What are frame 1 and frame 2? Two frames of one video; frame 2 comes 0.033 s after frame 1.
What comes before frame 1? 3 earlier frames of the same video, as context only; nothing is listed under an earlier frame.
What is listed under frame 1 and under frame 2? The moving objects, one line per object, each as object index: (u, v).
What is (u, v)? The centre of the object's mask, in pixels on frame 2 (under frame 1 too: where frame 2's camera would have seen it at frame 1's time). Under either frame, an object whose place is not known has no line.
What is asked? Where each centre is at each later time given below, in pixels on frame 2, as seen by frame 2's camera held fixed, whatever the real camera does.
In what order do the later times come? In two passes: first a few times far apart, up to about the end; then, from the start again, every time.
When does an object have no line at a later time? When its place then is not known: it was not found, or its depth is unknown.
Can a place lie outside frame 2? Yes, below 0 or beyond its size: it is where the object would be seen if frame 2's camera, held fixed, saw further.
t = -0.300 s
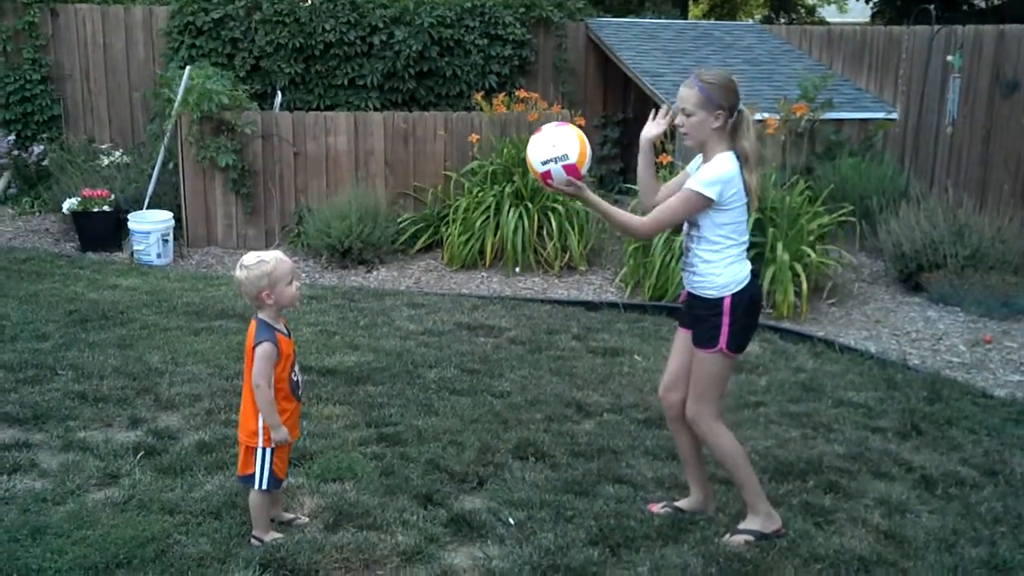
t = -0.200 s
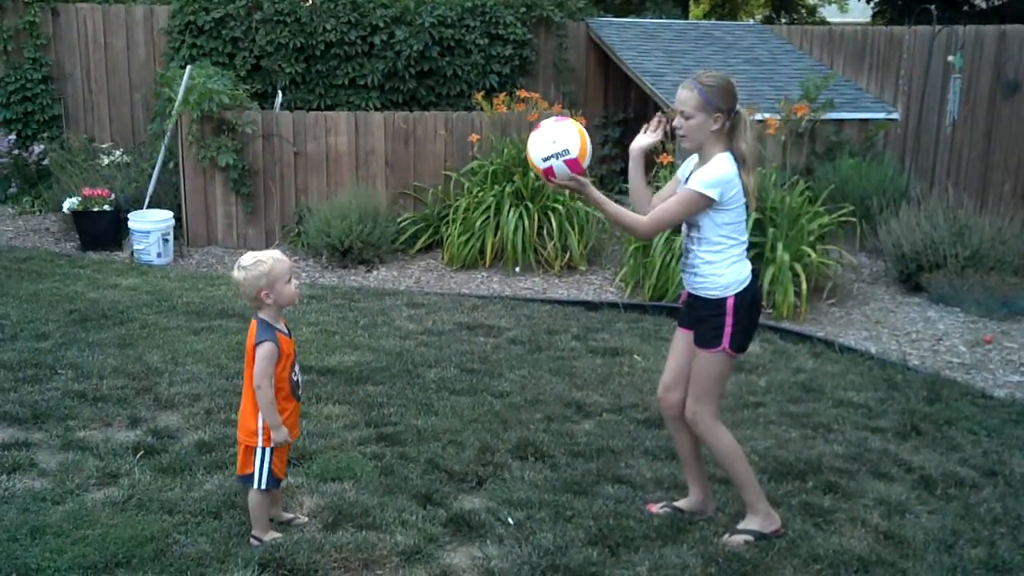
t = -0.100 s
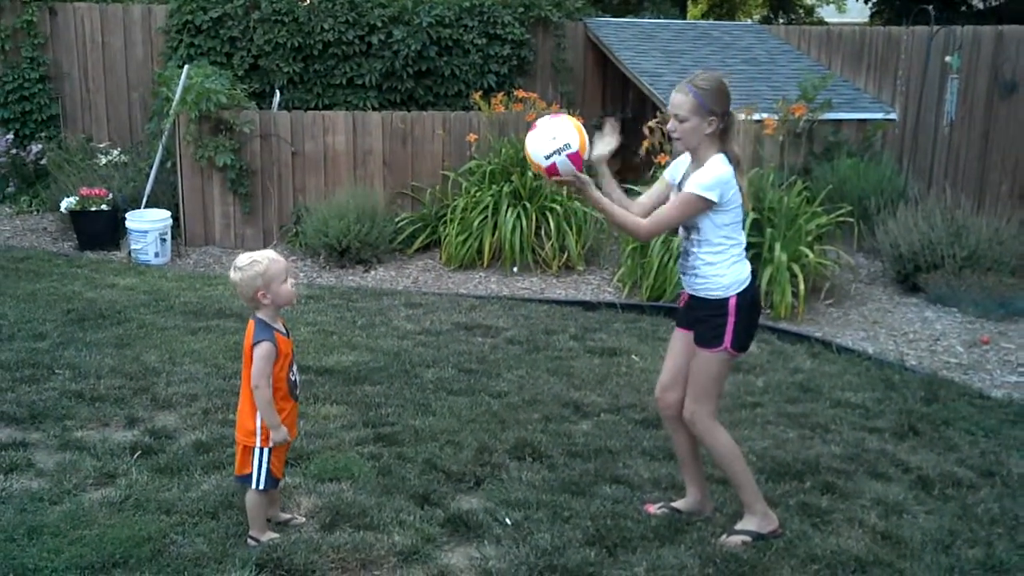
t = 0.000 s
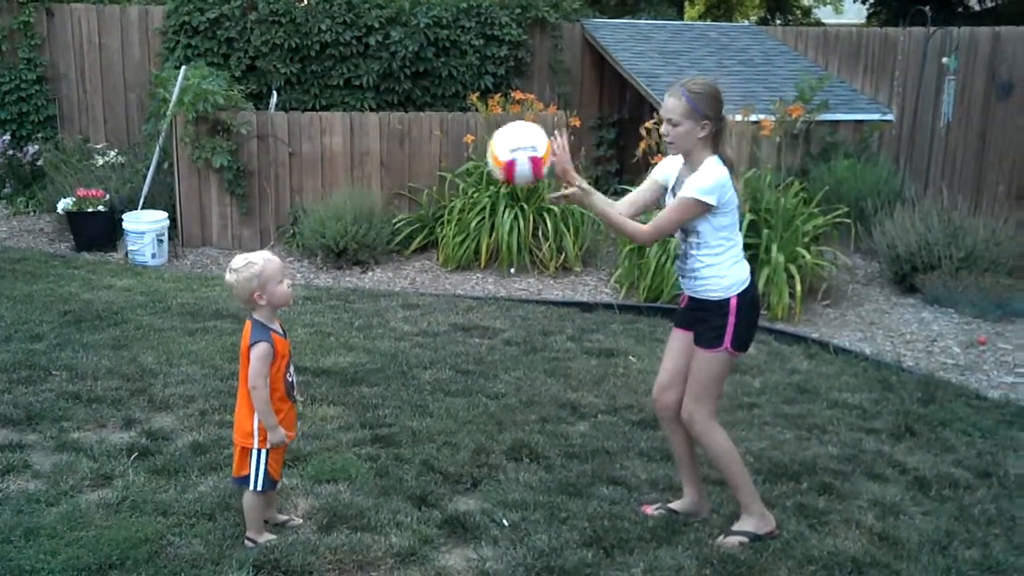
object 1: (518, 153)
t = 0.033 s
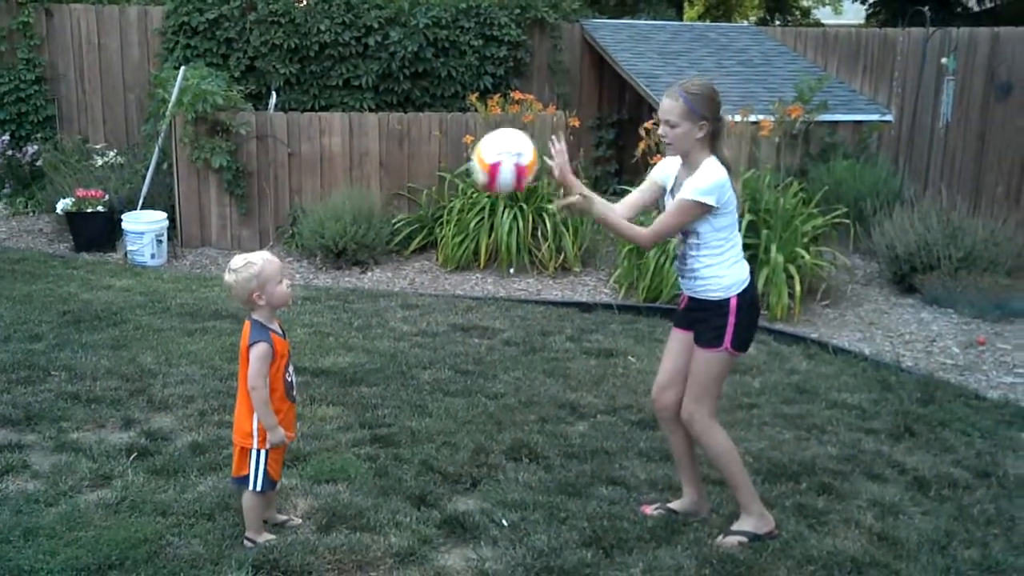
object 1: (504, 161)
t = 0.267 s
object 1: (393, 316)
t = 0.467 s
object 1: (320, 484)
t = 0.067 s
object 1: (487, 173)
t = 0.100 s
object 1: (472, 188)
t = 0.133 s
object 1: (456, 208)
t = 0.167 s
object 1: (440, 228)
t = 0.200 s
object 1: (425, 254)
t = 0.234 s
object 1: (408, 284)
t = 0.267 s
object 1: (393, 316)
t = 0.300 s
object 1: (379, 352)
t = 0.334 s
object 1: (365, 389)
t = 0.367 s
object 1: (350, 431)
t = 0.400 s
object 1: (335, 478)
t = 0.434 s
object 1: (323, 504)
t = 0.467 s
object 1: (320, 484)
